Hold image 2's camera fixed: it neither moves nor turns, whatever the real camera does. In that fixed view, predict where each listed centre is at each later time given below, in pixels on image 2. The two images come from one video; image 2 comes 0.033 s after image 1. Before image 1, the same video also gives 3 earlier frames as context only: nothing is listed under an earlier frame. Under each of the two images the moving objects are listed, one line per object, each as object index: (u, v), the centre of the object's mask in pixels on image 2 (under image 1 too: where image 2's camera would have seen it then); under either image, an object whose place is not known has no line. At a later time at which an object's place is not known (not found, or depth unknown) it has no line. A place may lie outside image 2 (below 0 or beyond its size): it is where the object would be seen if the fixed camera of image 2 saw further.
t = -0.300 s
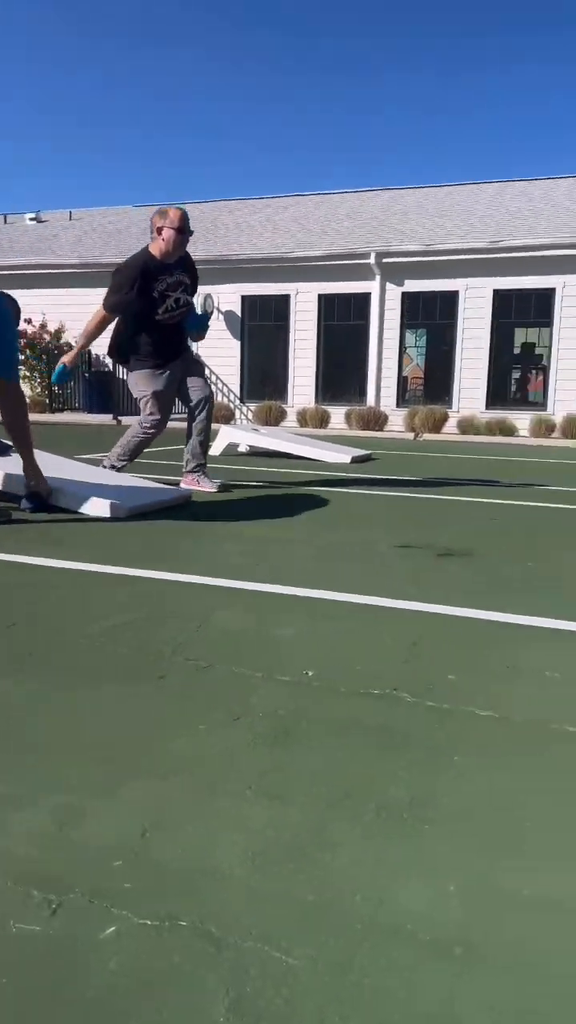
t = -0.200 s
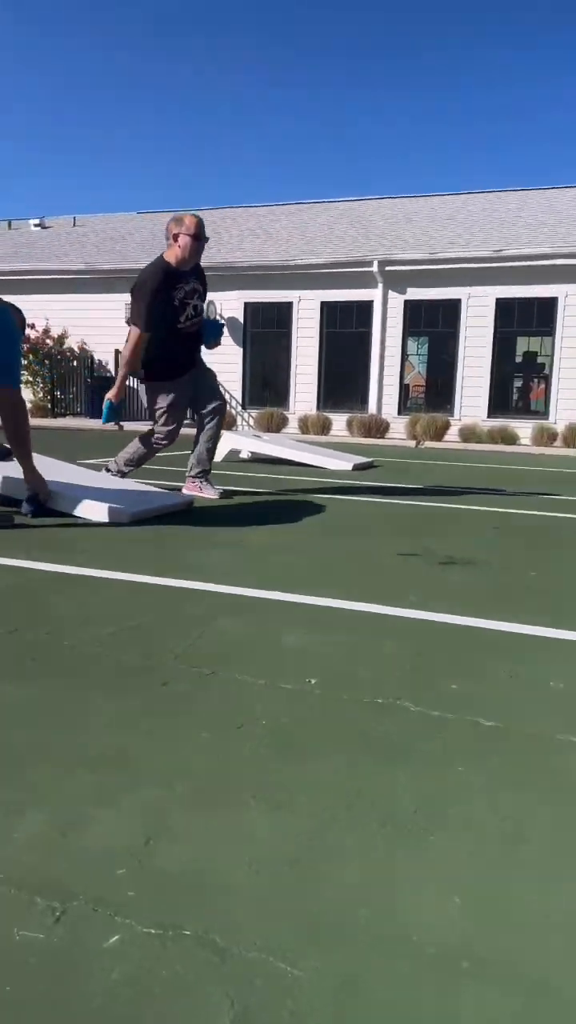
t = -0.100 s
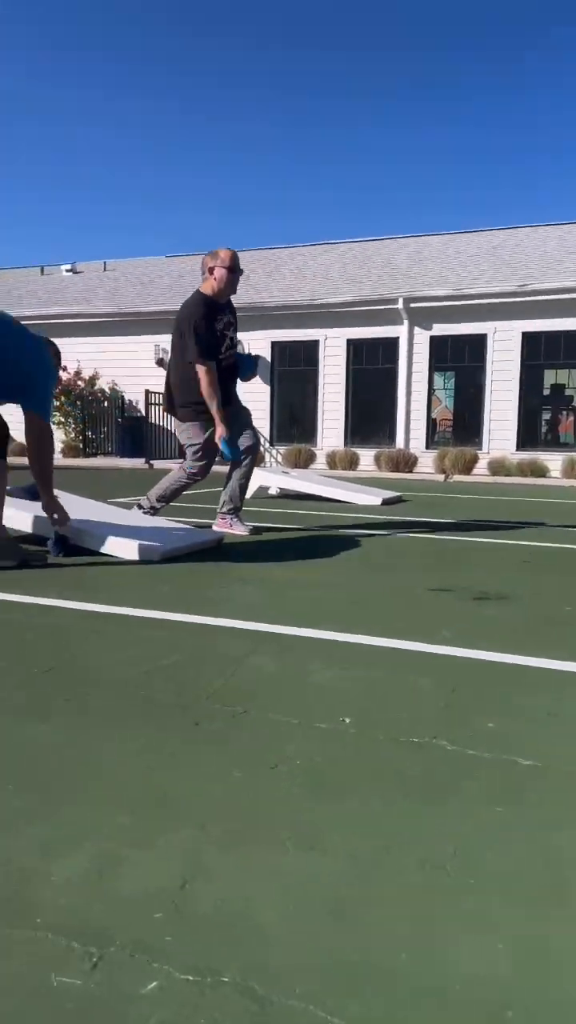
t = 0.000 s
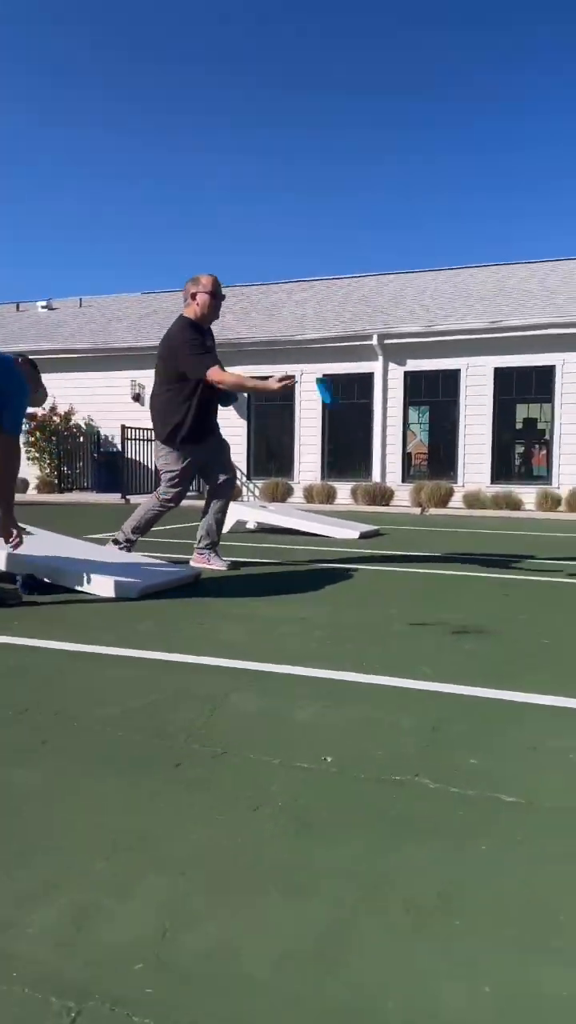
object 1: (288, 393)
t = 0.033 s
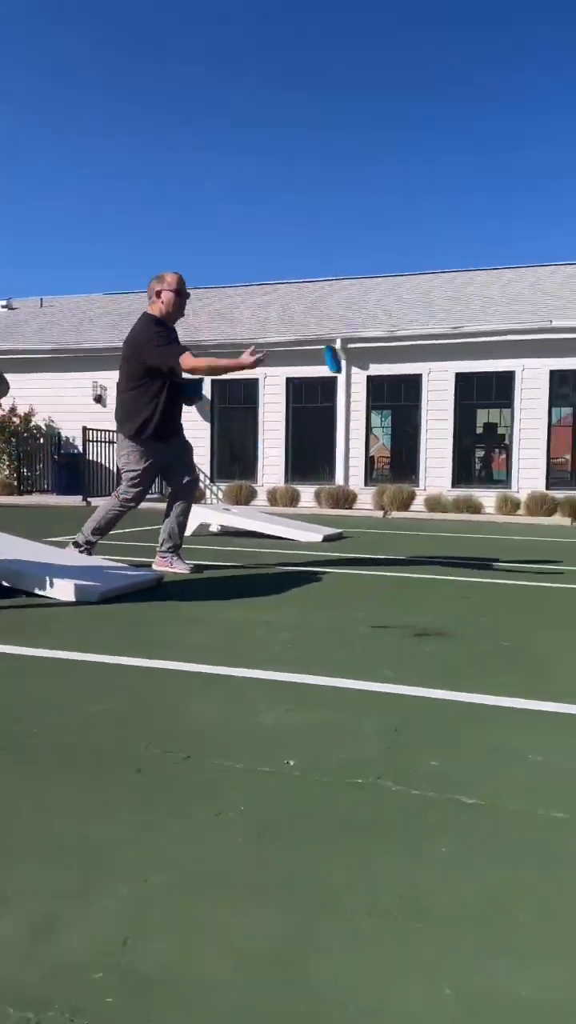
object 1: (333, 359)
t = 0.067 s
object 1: (376, 326)
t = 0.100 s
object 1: (422, 292)
